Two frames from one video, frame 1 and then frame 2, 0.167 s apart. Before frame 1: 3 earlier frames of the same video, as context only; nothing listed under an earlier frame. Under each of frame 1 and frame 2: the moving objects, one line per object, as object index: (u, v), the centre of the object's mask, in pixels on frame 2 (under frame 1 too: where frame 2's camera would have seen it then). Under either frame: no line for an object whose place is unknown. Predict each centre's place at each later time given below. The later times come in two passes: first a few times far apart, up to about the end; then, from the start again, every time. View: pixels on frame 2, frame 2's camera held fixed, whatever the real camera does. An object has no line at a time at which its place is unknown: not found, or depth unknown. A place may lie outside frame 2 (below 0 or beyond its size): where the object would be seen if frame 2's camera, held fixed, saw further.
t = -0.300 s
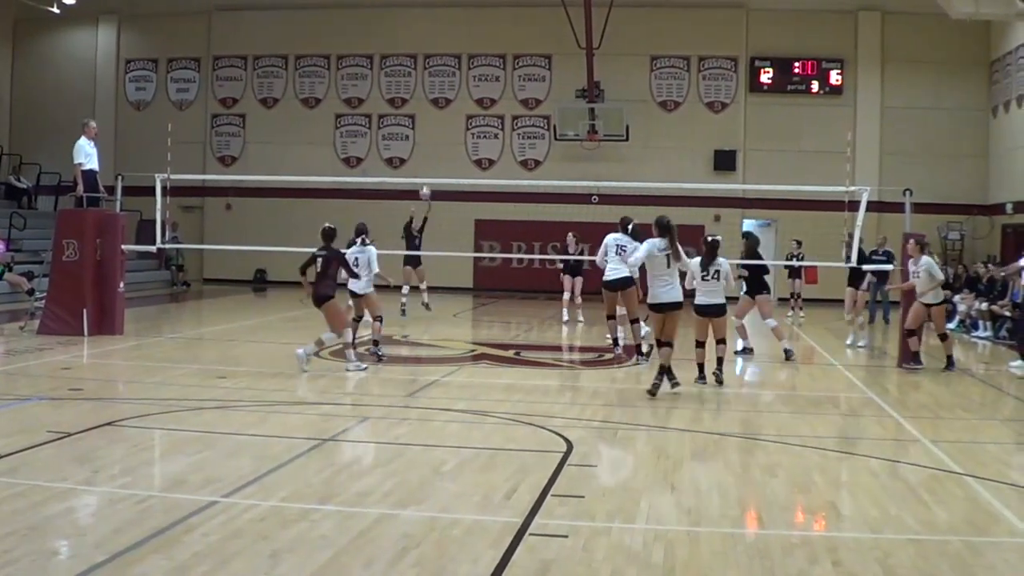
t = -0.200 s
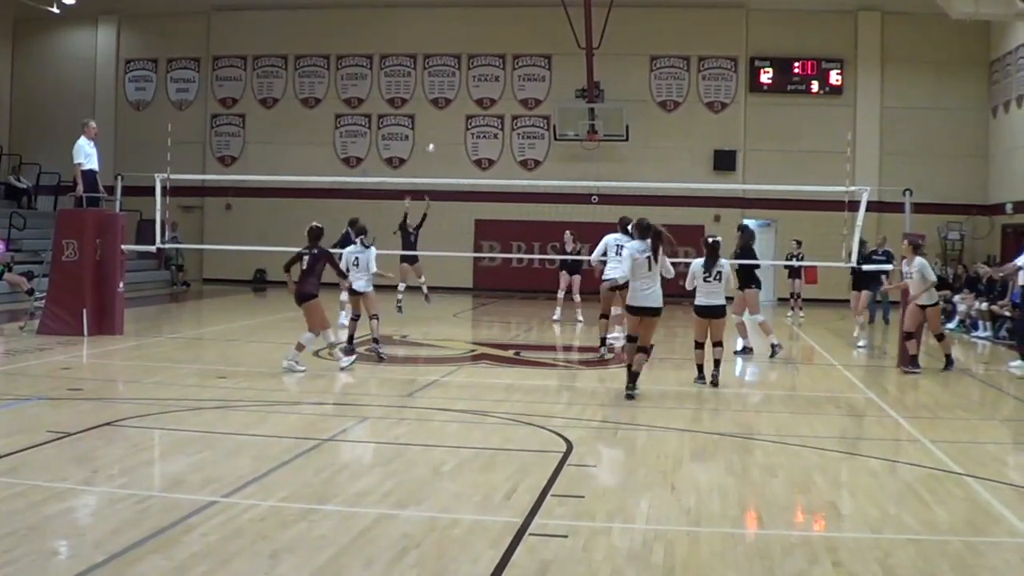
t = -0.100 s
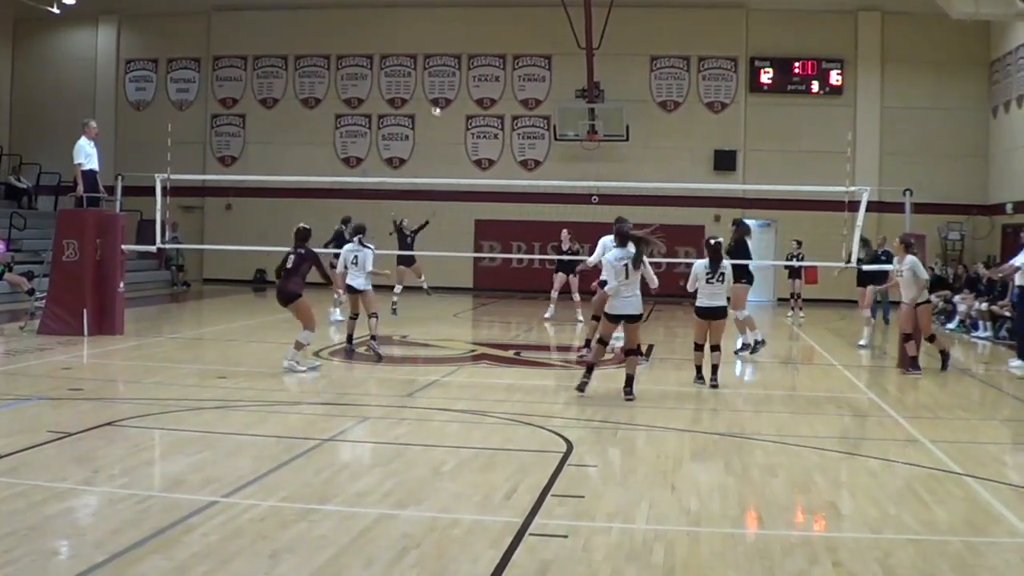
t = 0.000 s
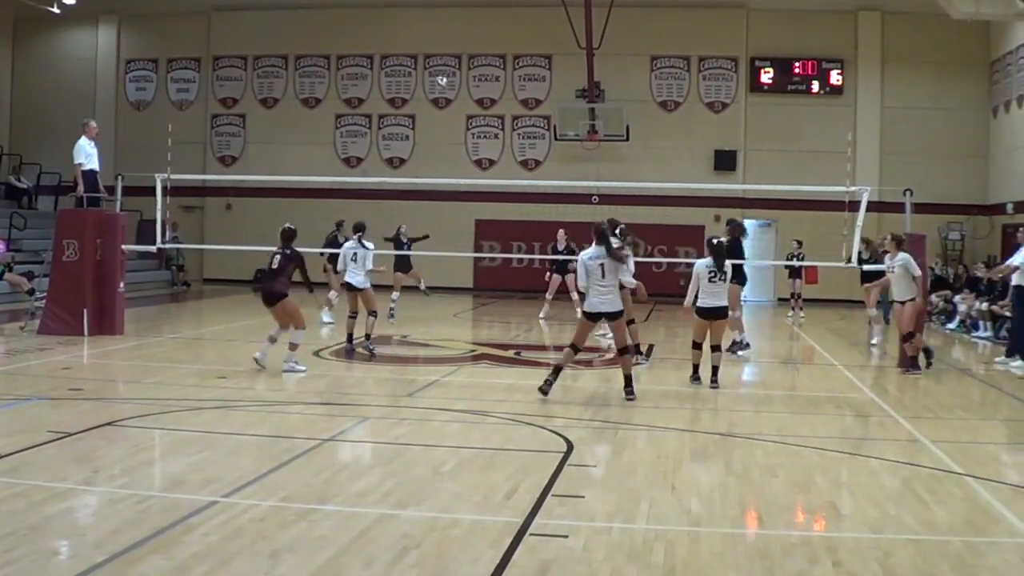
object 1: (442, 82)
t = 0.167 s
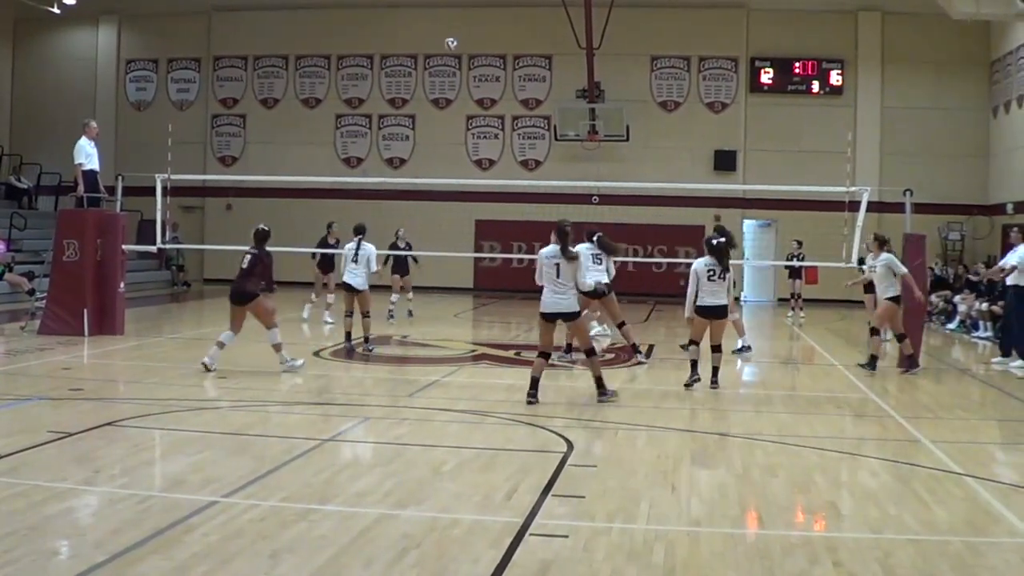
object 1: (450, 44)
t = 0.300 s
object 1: (458, 24)
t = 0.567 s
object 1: (471, 17)
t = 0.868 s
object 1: (486, 61)
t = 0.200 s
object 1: (452, 38)
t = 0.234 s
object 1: (454, 33)
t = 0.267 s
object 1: (456, 28)
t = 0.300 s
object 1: (458, 24)
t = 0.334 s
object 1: (459, 21)
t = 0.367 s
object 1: (461, 19)
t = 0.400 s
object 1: (463, 17)
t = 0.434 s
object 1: (465, 16)
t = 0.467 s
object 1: (466, 15)
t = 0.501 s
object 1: (468, 15)
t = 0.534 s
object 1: (469, 16)
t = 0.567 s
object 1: (471, 17)
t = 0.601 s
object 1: (473, 19)
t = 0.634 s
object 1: (474, 22)
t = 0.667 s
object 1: (476, 26)
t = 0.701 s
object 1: (478, 30)
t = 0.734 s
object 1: (480, 35)
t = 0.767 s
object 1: (481, 40)
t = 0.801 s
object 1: (483, 47)
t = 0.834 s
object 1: (484, 53)
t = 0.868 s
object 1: (486, 61)
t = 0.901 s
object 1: (489, 70)
